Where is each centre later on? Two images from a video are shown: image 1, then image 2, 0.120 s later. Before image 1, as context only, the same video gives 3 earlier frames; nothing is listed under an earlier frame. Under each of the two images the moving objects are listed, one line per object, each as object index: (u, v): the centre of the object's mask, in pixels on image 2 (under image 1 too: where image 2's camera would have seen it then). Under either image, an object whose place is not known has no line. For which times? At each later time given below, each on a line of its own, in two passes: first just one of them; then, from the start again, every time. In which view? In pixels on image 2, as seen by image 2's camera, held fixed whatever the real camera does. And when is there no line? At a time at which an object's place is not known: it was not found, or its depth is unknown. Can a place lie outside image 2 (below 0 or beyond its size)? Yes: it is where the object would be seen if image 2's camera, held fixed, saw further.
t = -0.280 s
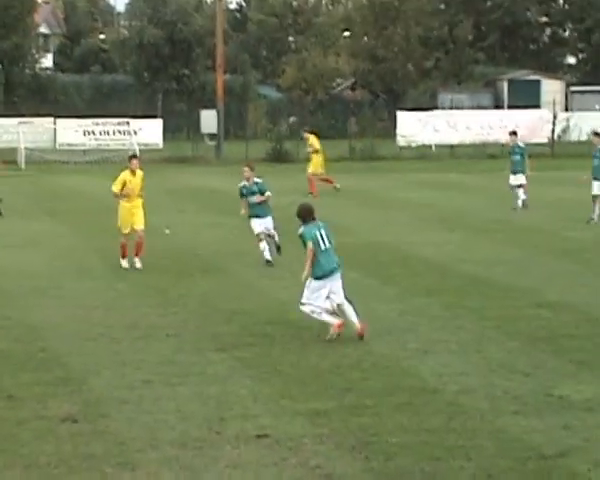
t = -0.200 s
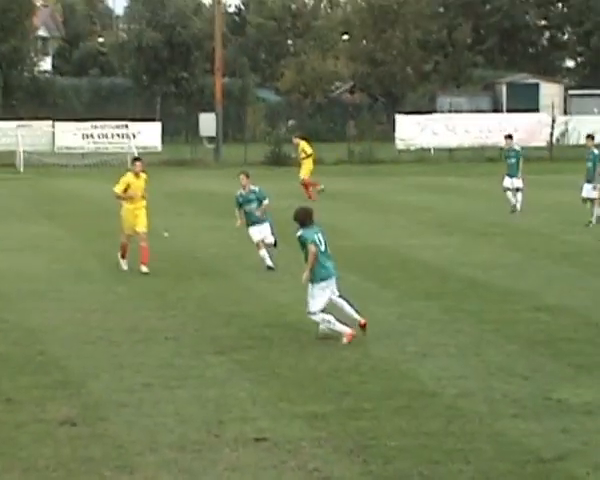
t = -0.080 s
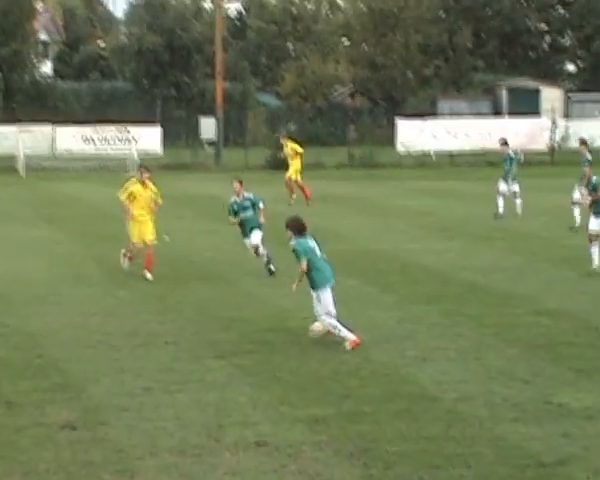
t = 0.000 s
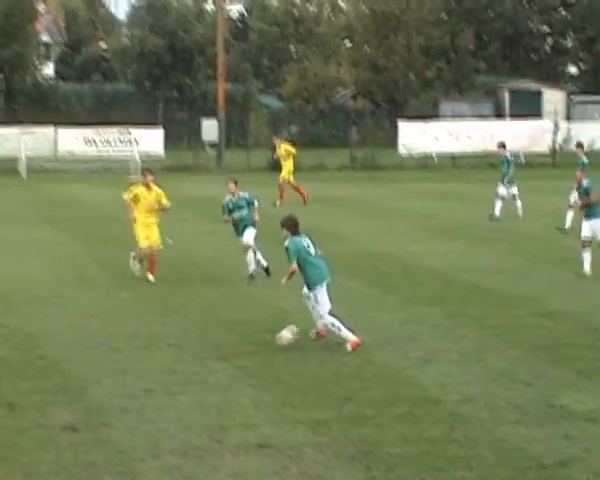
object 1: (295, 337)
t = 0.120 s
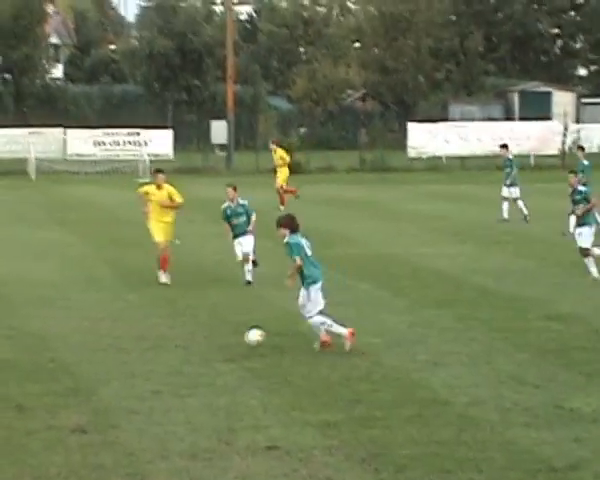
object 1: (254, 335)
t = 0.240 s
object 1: (218, 338)
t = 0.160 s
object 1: (242, 335)
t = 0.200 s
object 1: (230, 335)
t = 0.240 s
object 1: (218, 338)
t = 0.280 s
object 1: (206, 342)
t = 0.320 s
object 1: (194, 345)
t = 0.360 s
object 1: (185, 346)
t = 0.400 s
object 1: (175, 343)
